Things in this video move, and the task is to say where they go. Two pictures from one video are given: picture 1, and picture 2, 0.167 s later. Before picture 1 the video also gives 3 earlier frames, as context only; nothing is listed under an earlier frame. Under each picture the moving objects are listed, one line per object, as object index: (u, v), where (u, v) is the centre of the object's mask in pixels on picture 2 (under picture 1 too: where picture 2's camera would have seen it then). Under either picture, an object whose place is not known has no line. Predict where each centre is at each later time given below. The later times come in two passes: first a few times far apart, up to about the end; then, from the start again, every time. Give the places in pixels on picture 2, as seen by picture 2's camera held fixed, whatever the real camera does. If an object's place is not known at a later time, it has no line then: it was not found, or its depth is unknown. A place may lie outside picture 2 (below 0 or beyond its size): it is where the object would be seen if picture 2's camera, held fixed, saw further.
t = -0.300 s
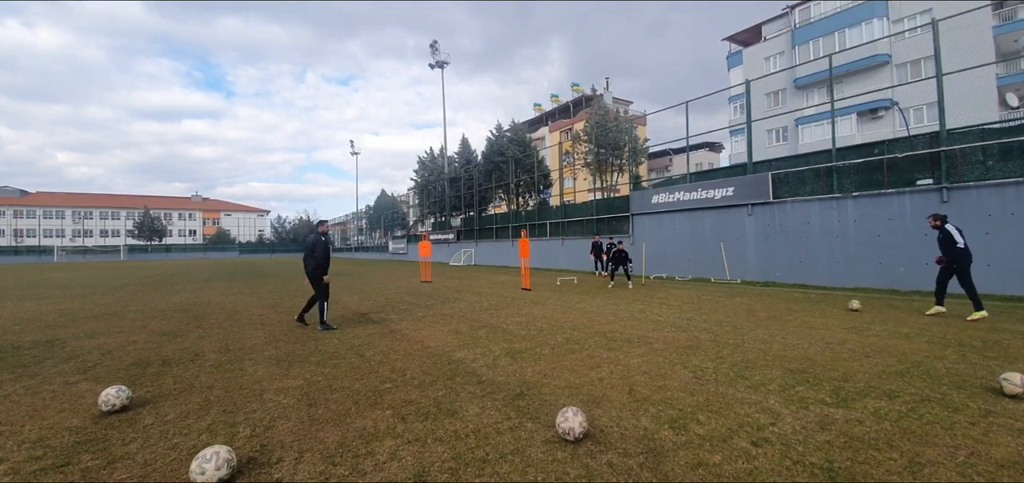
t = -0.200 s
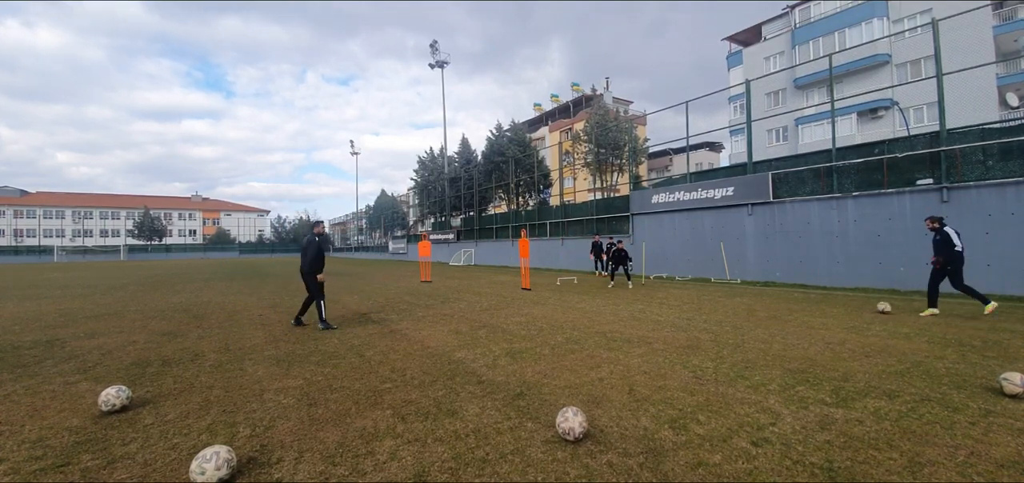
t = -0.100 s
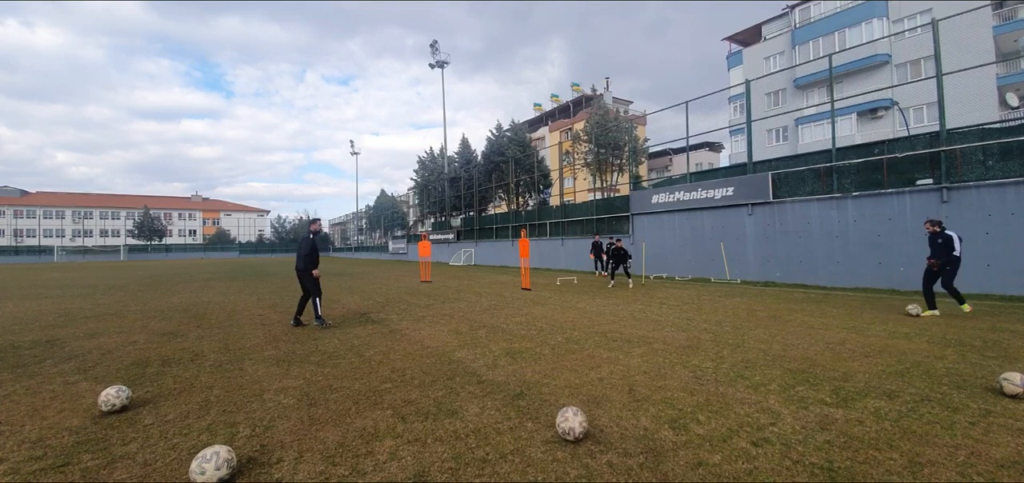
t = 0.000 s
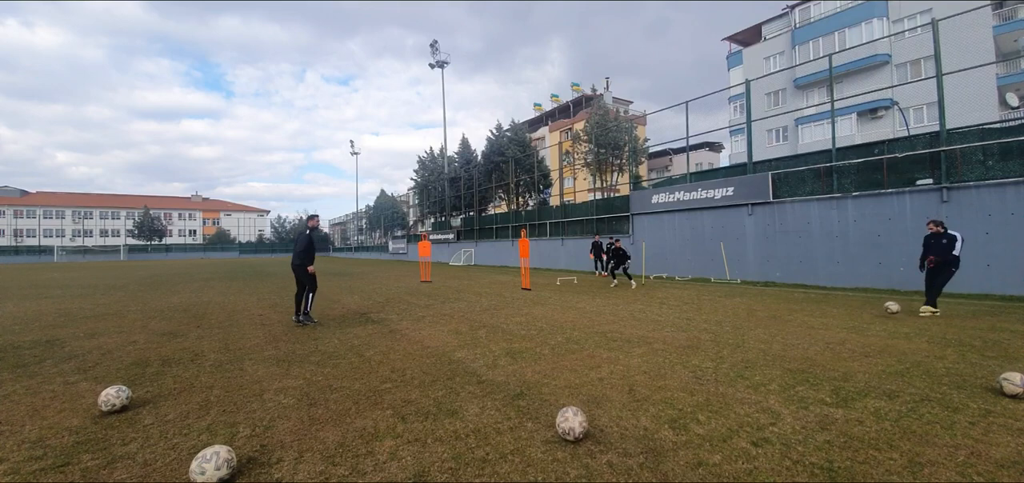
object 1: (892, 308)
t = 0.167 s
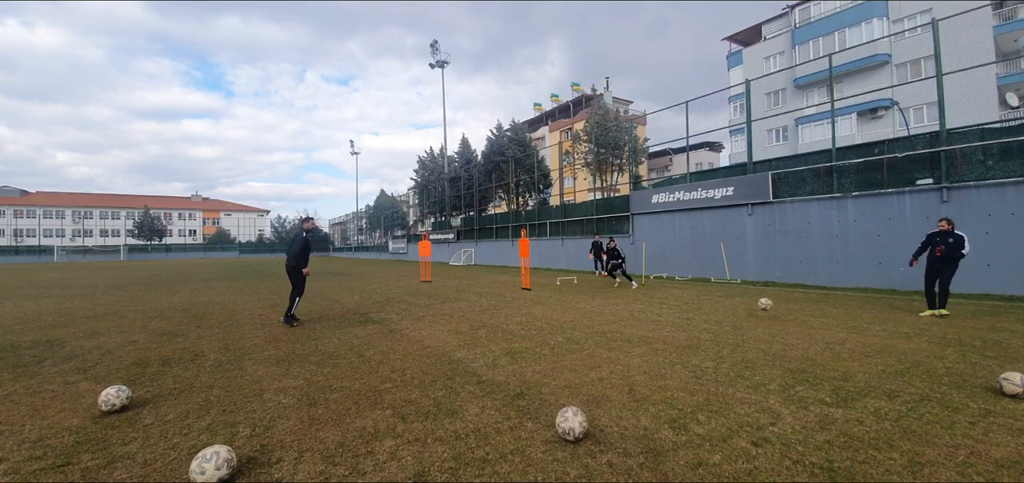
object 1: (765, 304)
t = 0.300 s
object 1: (666, 310)
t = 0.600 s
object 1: (474, 321)
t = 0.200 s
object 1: (740, 305)
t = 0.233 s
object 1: (715, 306)
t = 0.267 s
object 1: (691, 308)
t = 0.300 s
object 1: (666, 310)
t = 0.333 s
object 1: (642, 314)
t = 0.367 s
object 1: (619, 317)
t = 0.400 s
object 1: (597, 316)
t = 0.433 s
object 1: (577, 315)
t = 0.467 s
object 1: (556, 314)
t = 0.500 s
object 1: (535, 315)
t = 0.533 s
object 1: (515, 316)
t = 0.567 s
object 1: (494, 318)
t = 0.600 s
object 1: (474, 321)
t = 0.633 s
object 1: (454, 322)
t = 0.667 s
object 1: (435, 321)
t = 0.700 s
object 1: (417, 321)
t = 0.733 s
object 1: (399, 322)
